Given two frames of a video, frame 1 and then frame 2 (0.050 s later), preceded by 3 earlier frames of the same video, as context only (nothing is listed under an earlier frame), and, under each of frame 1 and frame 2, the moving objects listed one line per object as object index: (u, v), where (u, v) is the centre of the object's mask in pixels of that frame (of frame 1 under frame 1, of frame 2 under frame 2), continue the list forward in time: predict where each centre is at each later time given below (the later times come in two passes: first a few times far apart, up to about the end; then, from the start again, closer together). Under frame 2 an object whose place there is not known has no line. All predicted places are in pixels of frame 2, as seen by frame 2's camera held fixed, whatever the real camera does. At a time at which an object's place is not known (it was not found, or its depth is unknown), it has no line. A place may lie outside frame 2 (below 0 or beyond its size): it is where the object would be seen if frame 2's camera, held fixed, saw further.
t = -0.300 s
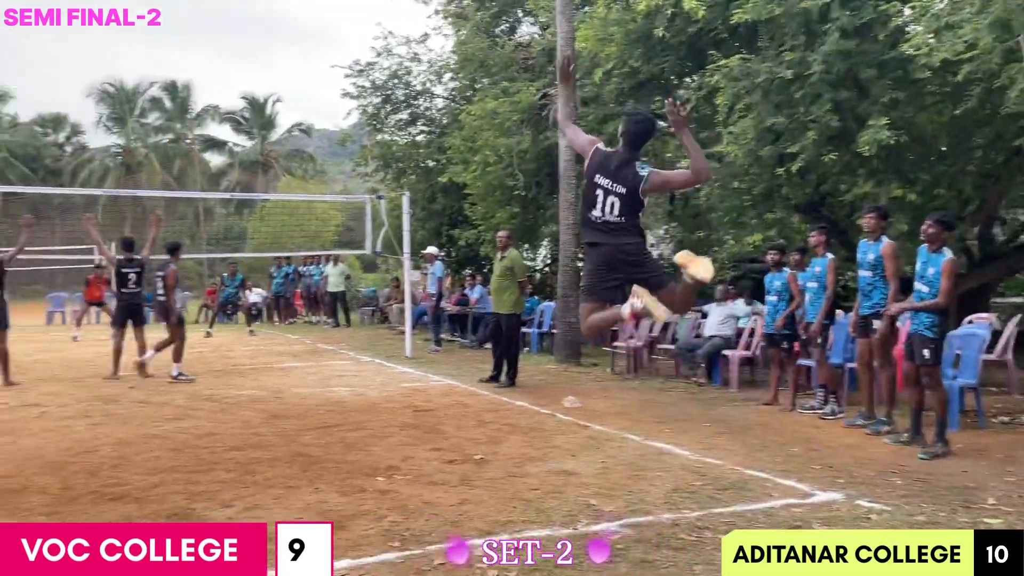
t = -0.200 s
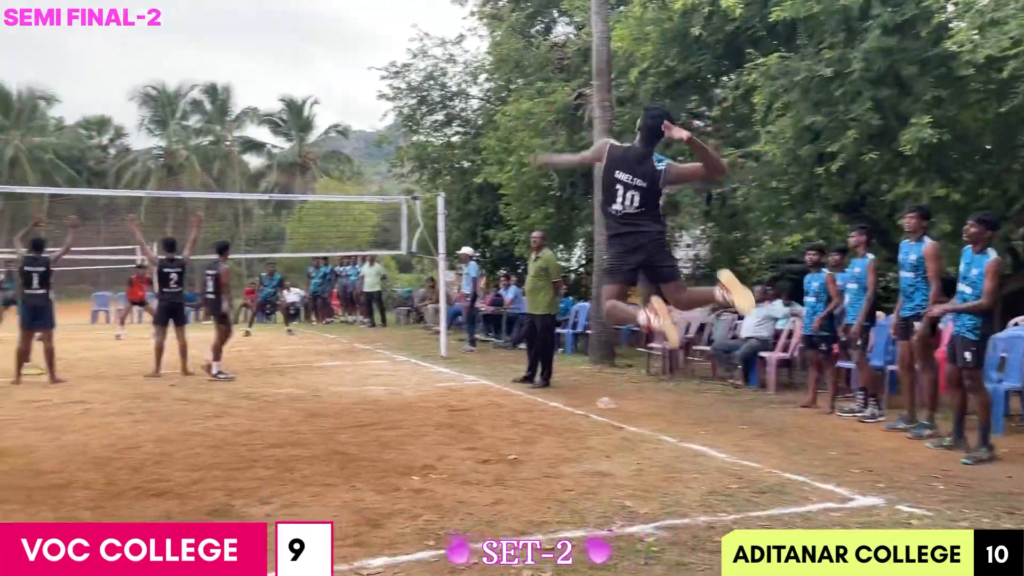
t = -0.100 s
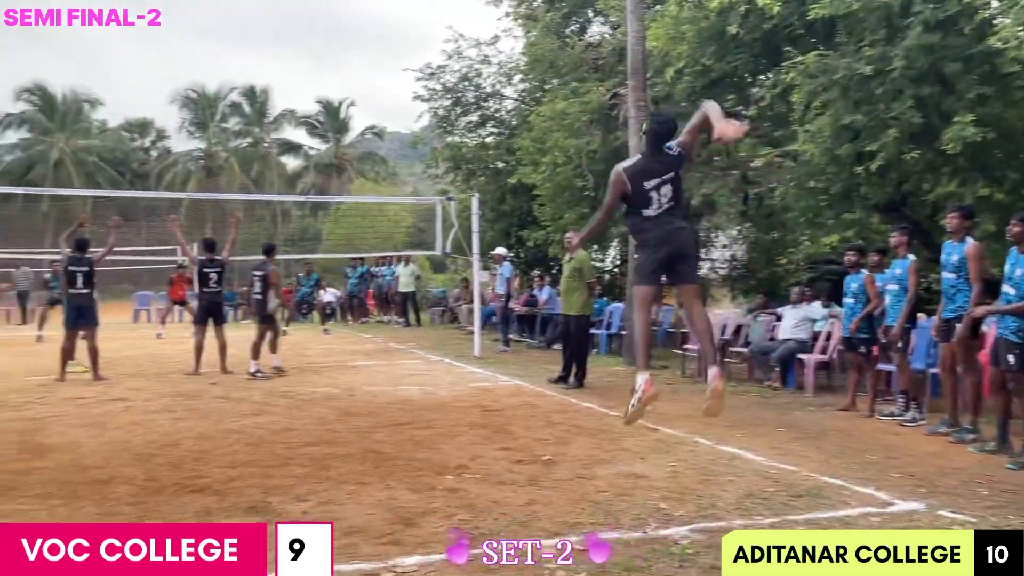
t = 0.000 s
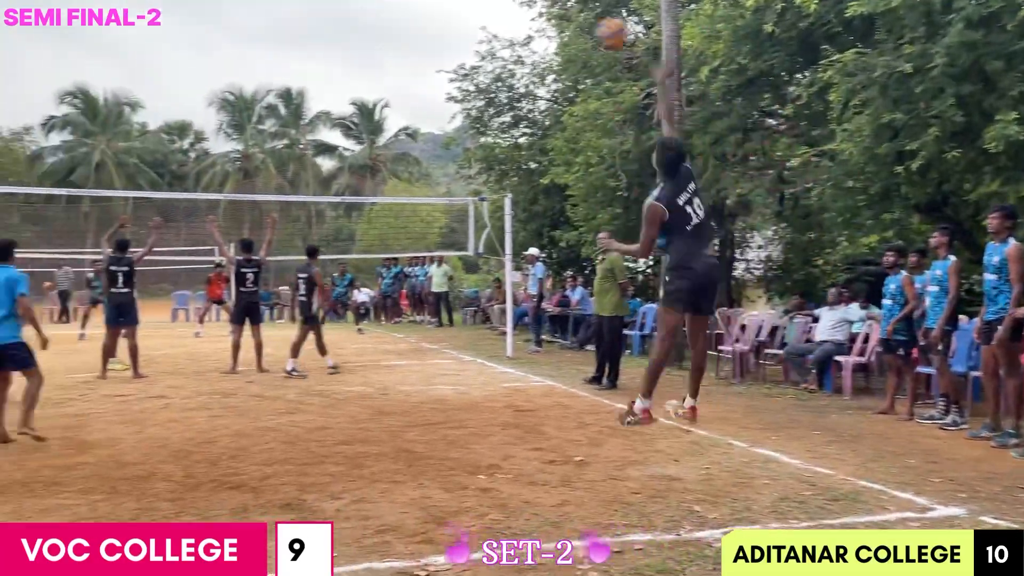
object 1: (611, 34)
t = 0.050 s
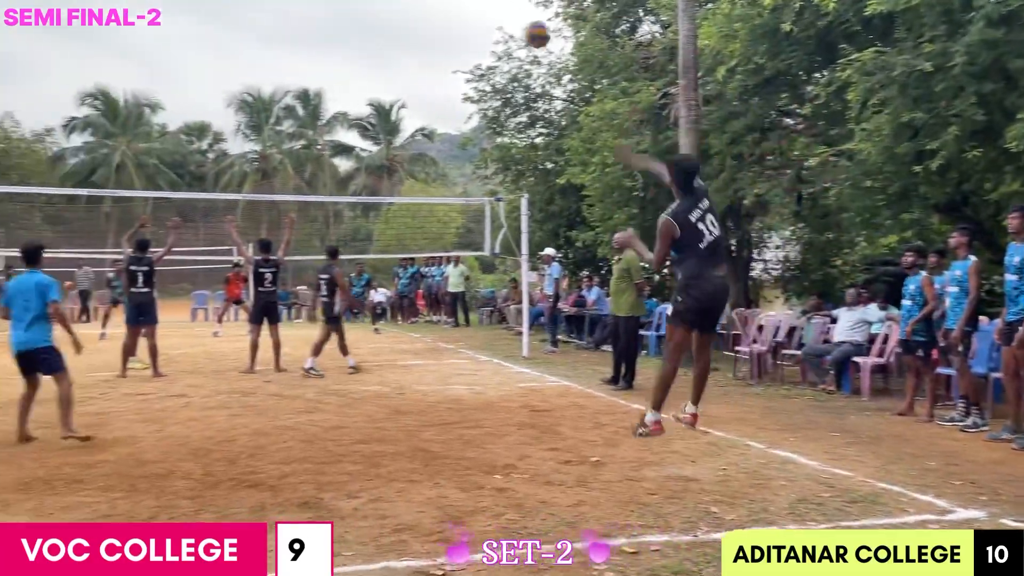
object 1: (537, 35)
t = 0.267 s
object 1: (289, 72)
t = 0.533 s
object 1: (134, 155)
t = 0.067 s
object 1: (510, 35)
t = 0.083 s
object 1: (484, 37)
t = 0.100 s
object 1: (461, 39)
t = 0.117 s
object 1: (439, 41)
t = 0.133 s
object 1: (419, 44)
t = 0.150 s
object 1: (400, 46)
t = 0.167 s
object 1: (381, 49)
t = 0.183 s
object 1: (364, 53)
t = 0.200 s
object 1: (347, 56)
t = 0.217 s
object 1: (331, 60)
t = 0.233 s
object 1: (316, 64)
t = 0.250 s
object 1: (302, 68)
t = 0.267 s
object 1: (289, 72)
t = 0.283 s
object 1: (276, 77)
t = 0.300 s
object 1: (264, 81)
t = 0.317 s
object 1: (252, 86)
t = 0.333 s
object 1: (241, 91)
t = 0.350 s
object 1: (229, 96)
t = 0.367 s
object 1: (219, 101)
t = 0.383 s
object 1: (209, 106)
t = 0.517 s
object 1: (140, 151)
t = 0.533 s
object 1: (134, 155)
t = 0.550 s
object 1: (124, 162)
